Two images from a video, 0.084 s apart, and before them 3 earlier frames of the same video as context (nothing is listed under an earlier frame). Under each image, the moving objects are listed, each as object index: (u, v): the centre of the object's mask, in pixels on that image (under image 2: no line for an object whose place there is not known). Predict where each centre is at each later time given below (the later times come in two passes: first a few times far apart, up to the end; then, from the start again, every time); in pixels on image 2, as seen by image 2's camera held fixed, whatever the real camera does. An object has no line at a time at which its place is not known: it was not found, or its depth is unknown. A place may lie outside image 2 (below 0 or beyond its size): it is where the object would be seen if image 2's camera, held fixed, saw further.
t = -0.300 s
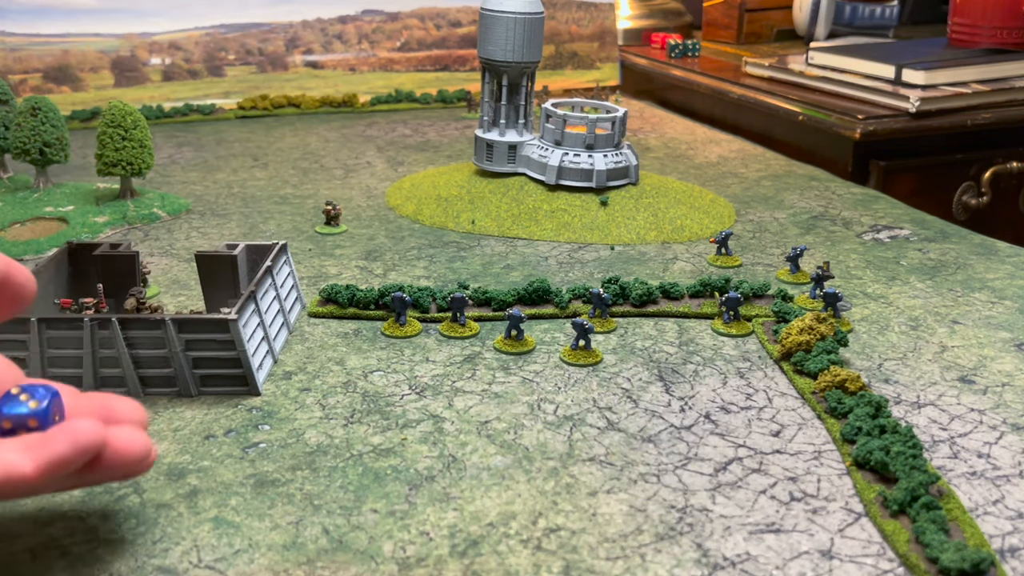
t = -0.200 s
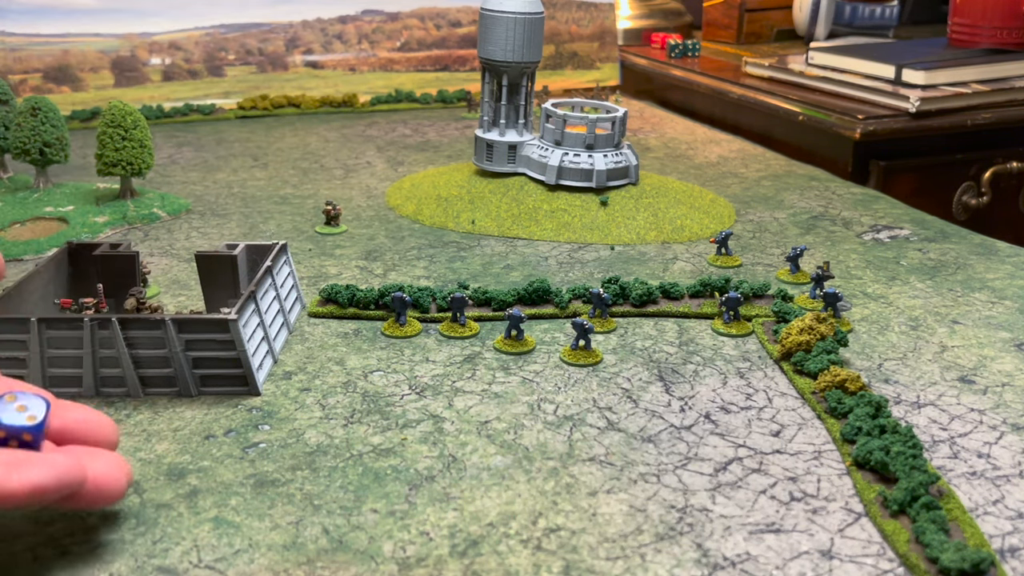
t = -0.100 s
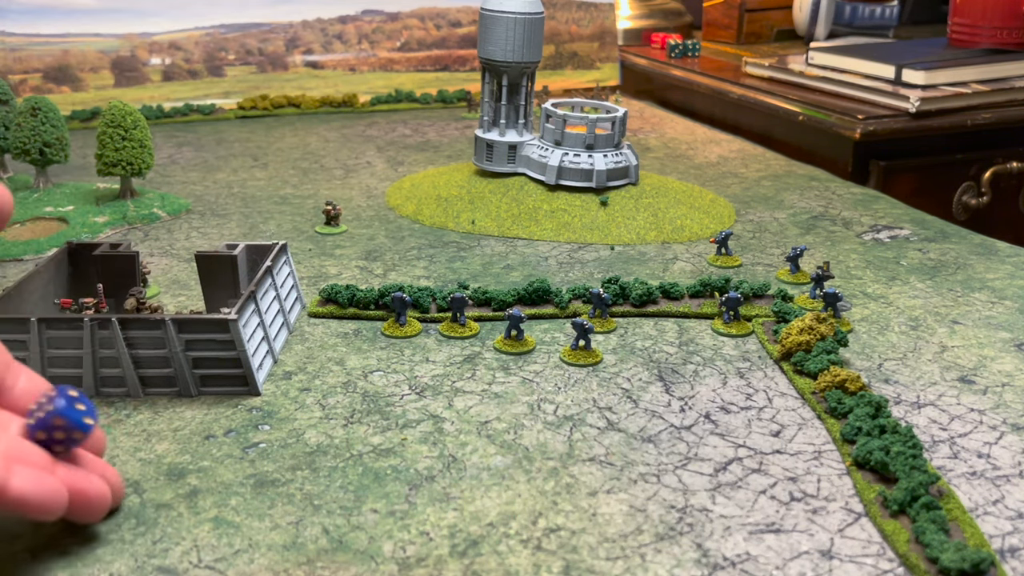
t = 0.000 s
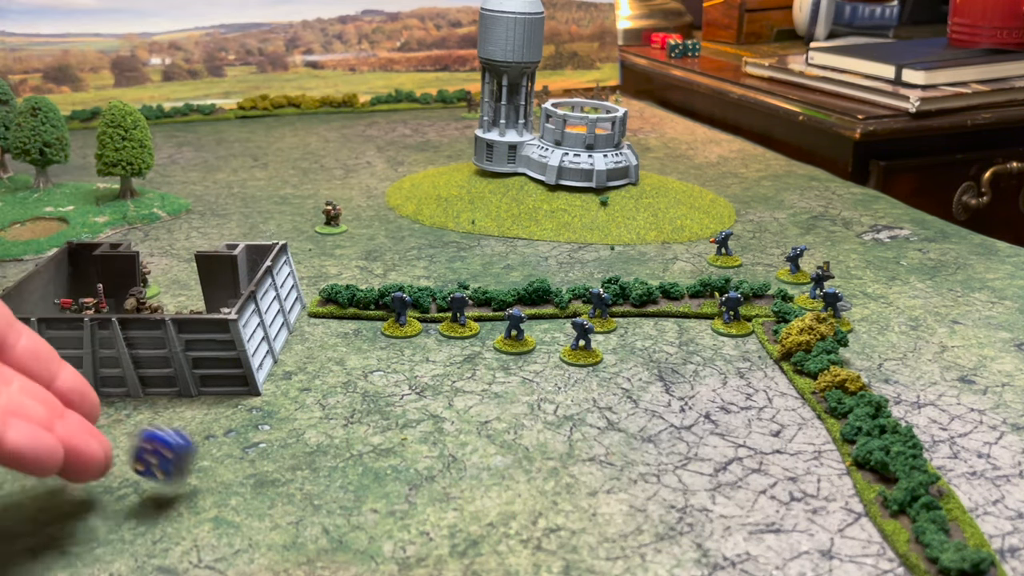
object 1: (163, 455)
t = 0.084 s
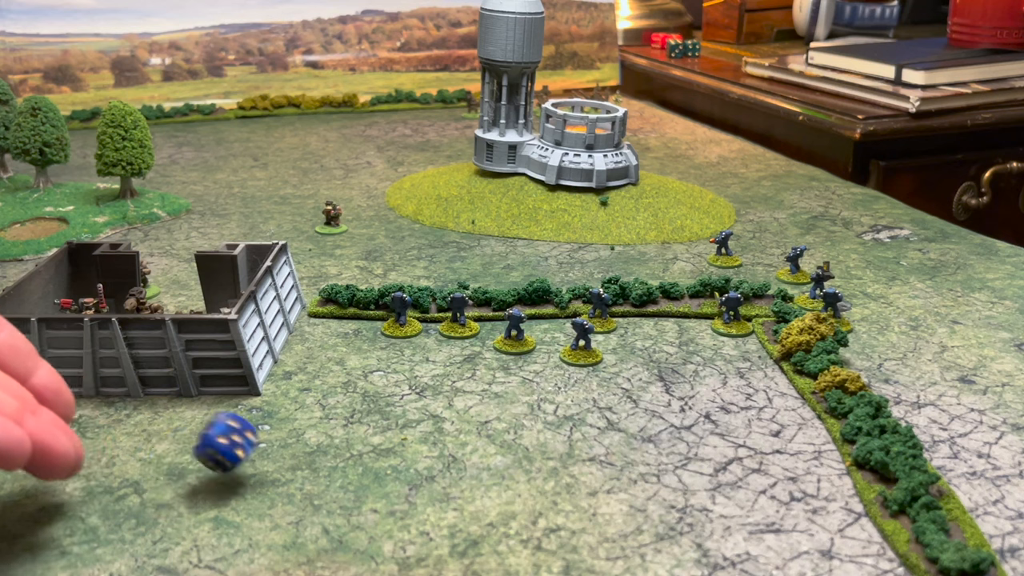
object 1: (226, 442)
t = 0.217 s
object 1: (331, 438)
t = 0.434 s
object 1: (423, 426)
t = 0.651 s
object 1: (424, 426)
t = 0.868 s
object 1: (424, 426)
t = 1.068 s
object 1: (424, 426)
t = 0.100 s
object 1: (241, 455)
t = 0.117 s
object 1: (252, 452)
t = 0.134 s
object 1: (266, 446)
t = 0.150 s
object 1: (281, 445)
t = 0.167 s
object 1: (294, 446)
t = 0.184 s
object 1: (306, 443)
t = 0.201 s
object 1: (320, 442)
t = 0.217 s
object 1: (331, 438)
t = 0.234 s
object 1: (342, 436)
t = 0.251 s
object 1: (355, 433)
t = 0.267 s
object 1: (365, 435)
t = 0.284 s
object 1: (376, 436)
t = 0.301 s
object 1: (388, 431)
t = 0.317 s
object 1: (396, 428)
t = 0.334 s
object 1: (403, 426)
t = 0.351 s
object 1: (410, 426)
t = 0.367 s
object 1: (415, 425)
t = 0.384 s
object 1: (418, 426)
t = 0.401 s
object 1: (421, 426)
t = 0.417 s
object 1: (423, 426)
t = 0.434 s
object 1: (423, 426)
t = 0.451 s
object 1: (424, 426)
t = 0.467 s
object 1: (424, 426)
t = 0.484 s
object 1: (424, 426)
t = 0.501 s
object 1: (424, 426)
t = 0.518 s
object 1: (424, 426)
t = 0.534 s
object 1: (424, 426)
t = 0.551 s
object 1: (424, 426)
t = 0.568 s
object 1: (424, 426)
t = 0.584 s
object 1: (424, 426)
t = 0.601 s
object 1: (423, 426)
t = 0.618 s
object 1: (424, 426)
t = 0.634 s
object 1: (424, 426)
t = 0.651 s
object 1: (424, 426)
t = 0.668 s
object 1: (424, 426)
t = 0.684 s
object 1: (424, 426)
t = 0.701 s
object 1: (424, 426)
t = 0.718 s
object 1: (424, 426)
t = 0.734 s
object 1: (424, 426)
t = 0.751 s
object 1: (424, 426)
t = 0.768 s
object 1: (424, 426)
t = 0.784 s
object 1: (424, 426)
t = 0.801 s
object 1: (424, 426)
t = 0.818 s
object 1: (424, 426)
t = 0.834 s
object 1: (424, 426)
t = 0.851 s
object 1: (424, 426)
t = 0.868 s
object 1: (424, 426)
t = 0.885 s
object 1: (424, 426)
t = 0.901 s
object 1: (424, 426)
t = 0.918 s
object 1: (424, 426)
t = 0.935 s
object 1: (424, 426)
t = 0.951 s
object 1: (424, 426)
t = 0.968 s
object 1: (424, 426)
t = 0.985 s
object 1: (424, 426)
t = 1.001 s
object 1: (424, 426)
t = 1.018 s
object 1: (424, 426)
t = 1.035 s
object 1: (424, 426)
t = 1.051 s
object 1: (424, 426)
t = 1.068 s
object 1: (424, 426)
